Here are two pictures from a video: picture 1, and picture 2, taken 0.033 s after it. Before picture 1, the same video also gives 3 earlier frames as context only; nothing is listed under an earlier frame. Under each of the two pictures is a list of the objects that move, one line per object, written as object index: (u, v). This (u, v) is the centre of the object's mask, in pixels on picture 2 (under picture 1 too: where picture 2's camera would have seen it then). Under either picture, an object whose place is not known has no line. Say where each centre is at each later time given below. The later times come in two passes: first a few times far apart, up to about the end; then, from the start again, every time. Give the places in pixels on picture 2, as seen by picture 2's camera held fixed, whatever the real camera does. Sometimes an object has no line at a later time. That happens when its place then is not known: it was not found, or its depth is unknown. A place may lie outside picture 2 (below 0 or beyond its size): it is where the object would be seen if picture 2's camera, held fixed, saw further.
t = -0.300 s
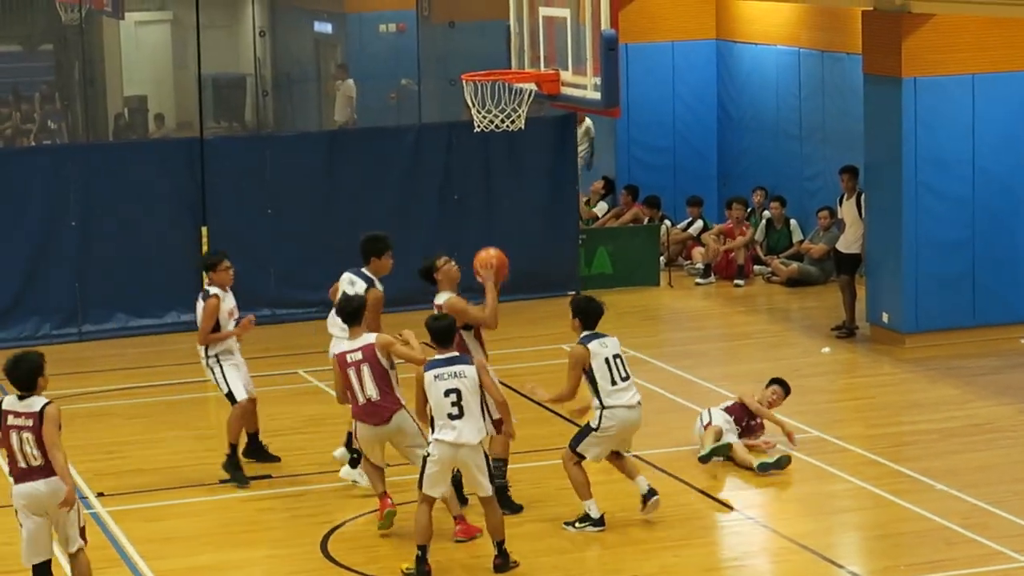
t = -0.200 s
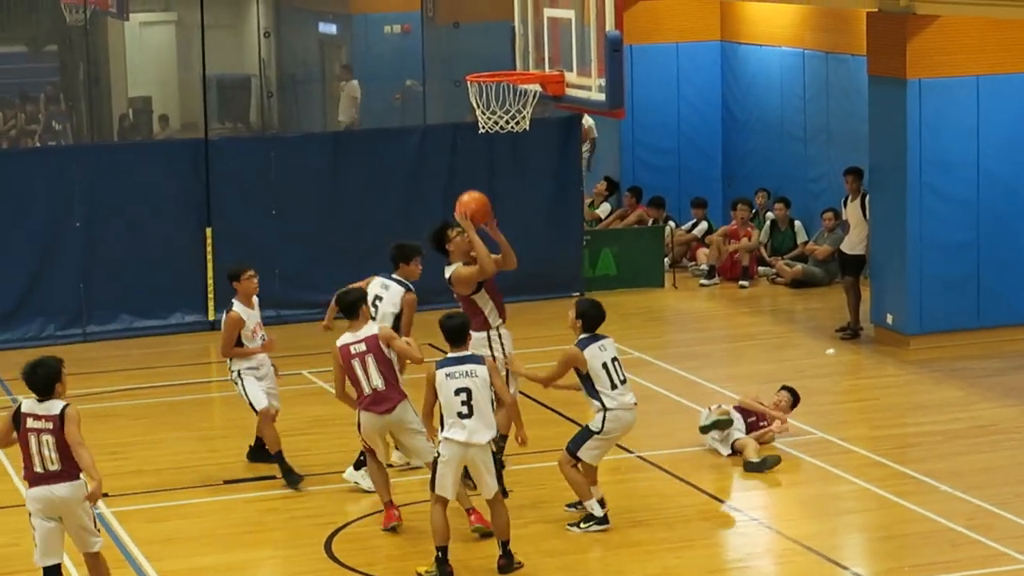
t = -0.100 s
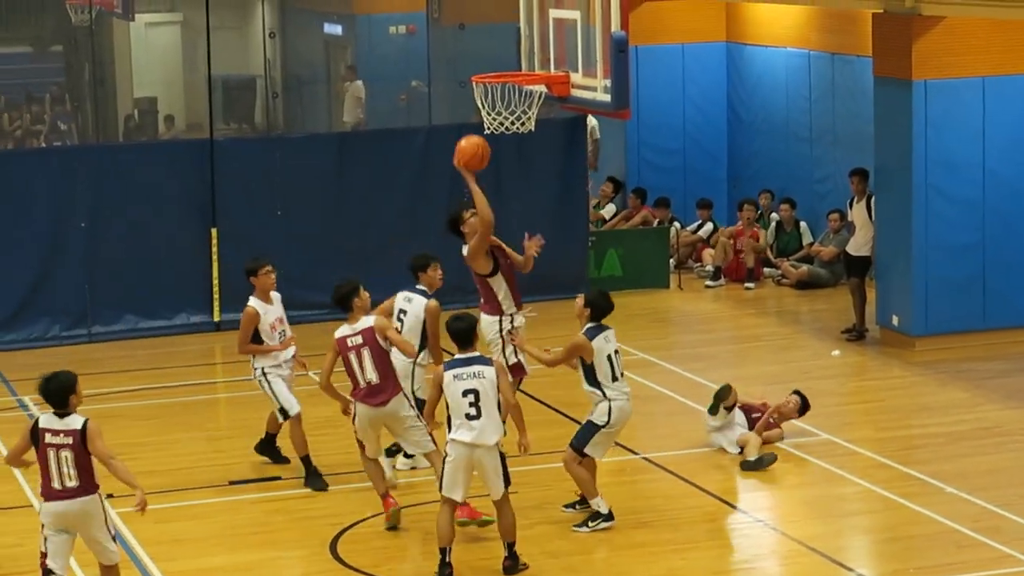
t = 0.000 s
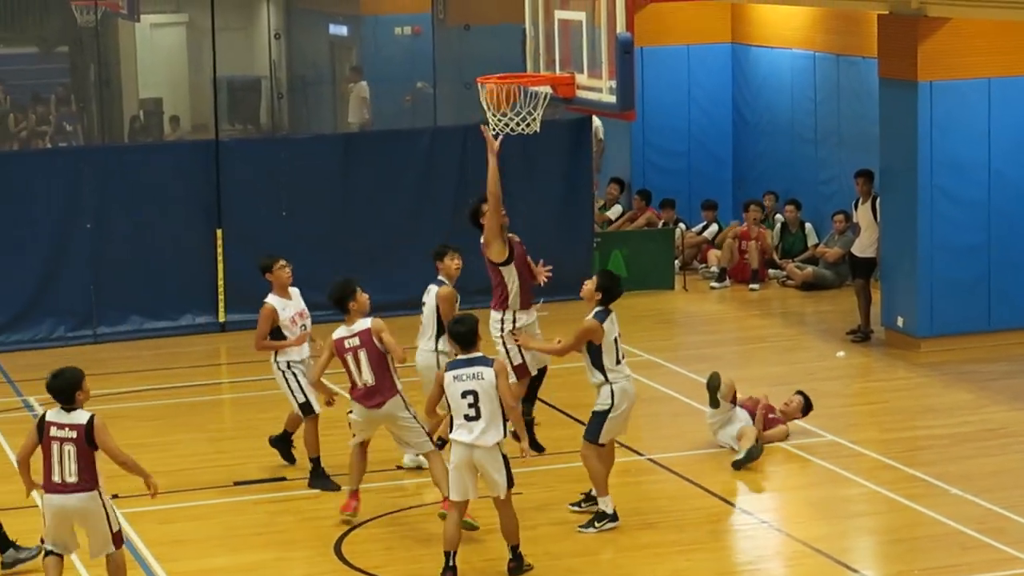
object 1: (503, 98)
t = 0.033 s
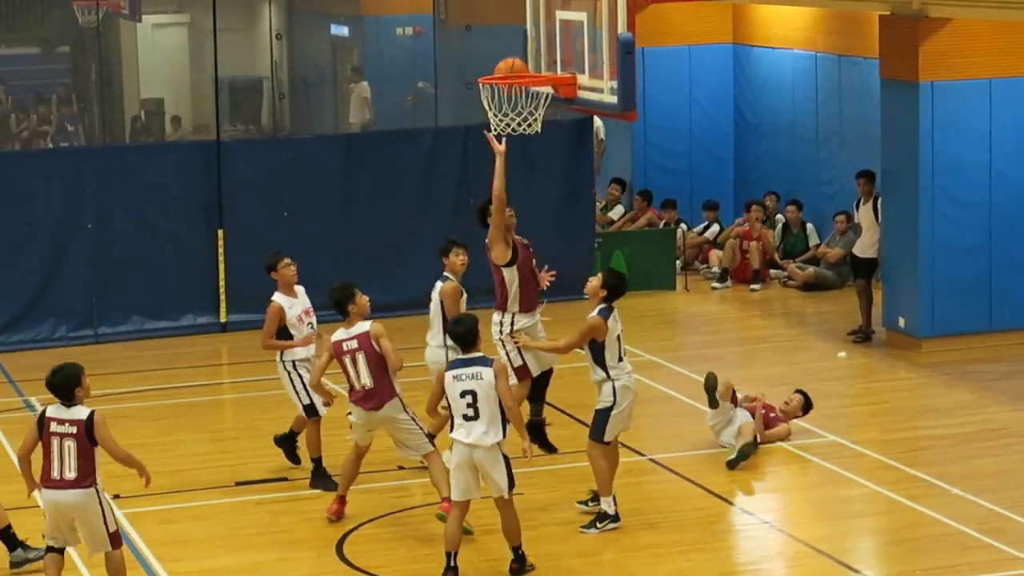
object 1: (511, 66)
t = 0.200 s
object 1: (527, 28)
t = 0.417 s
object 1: (491, 56)
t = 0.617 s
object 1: (515, 68)
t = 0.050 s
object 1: (516, 62)
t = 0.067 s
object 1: (520, 58)
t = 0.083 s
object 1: (526, 52)
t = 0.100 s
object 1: (530, 45)
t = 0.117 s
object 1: (535, 38)
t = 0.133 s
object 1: (538, 34)
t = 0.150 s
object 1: (535, 32)
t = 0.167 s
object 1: (532, 30)
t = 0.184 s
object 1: (529, 29)
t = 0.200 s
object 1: (527, 28)
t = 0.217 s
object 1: (524, 28)
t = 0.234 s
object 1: (521, 28)
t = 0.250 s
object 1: (518, 29)
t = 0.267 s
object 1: (515, 30)
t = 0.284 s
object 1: (513, 31)
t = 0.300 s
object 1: (510, 33)
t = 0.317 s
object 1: (507, 35)
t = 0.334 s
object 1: (505, 37)
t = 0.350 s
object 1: (502, 41)
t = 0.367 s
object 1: (499, 44)
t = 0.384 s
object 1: (496, 48)
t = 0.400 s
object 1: (494, 52)
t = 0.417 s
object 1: (491, 56)
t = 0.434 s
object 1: (489, 62)
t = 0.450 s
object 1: (490, 63)
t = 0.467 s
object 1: (492, 62)
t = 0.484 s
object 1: (495, 62)
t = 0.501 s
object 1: (498, 61)
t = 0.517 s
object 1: (500, 62)
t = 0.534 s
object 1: (502, 62)
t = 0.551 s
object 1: (504, 63)
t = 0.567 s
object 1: (507, 64)
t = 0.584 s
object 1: (509, 65)
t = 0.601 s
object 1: (512, 66)
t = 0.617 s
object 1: (515, 68)
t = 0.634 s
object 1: (517, 69)
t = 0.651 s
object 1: (518, 77)
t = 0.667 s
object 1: (521, 83)
